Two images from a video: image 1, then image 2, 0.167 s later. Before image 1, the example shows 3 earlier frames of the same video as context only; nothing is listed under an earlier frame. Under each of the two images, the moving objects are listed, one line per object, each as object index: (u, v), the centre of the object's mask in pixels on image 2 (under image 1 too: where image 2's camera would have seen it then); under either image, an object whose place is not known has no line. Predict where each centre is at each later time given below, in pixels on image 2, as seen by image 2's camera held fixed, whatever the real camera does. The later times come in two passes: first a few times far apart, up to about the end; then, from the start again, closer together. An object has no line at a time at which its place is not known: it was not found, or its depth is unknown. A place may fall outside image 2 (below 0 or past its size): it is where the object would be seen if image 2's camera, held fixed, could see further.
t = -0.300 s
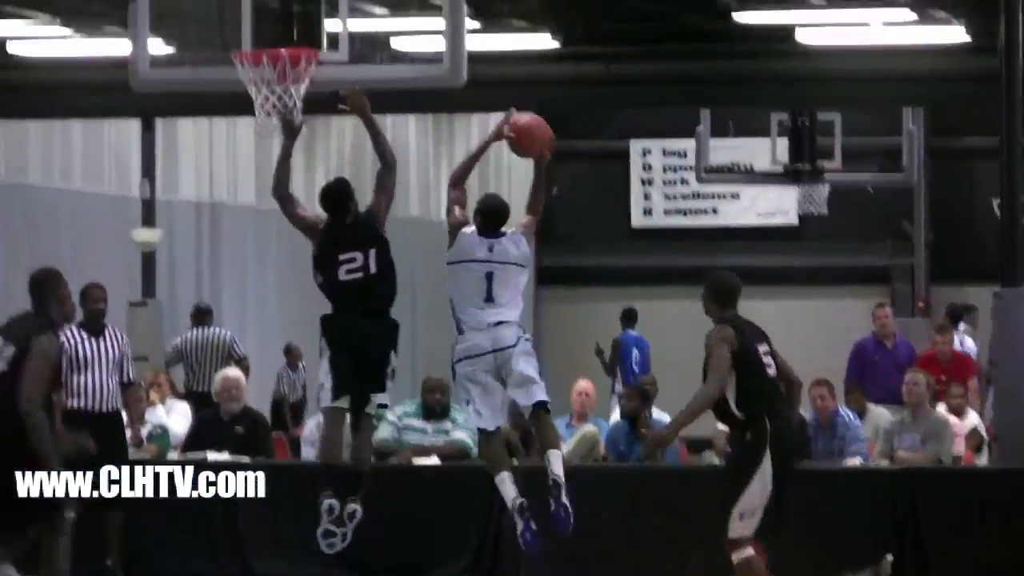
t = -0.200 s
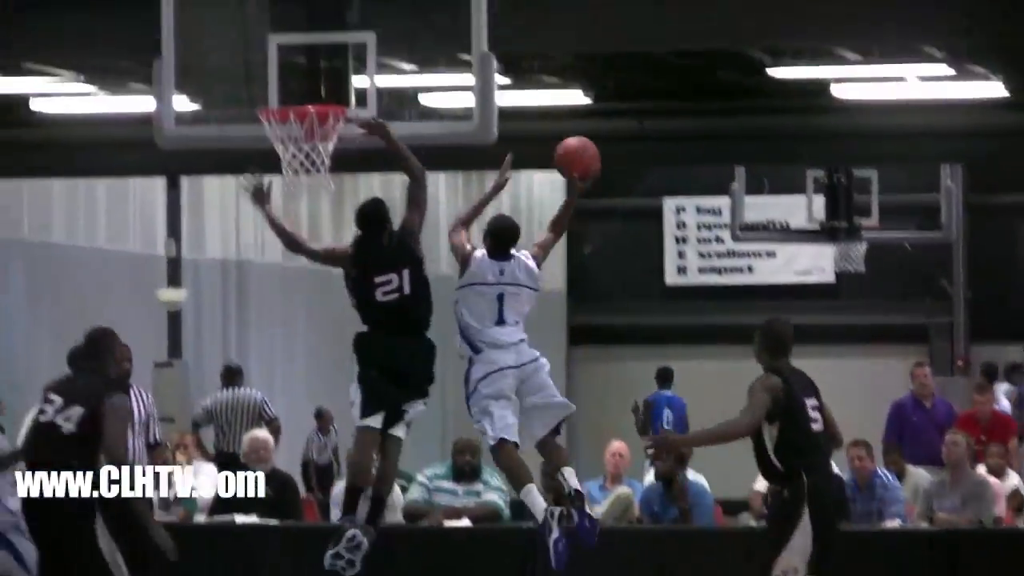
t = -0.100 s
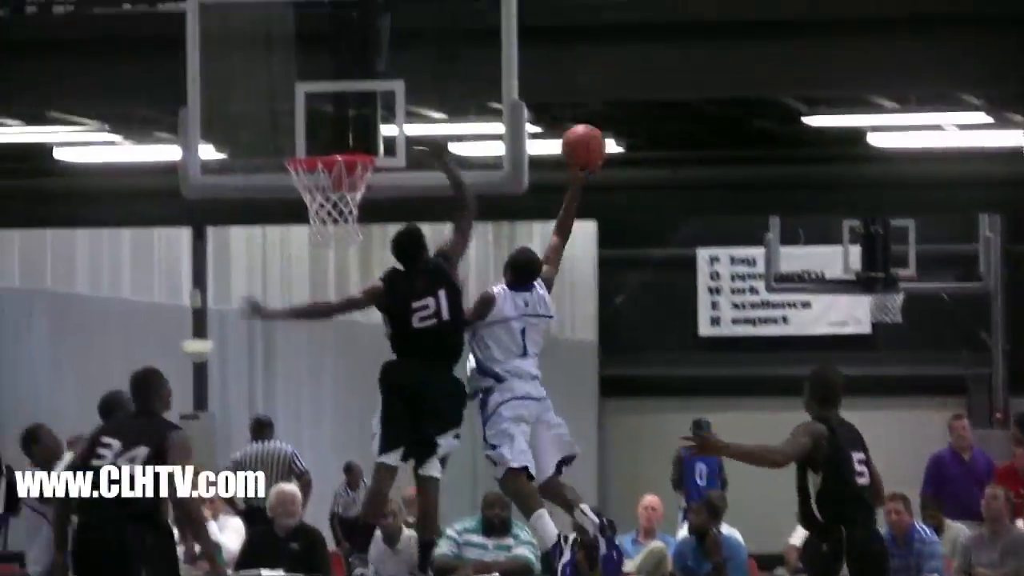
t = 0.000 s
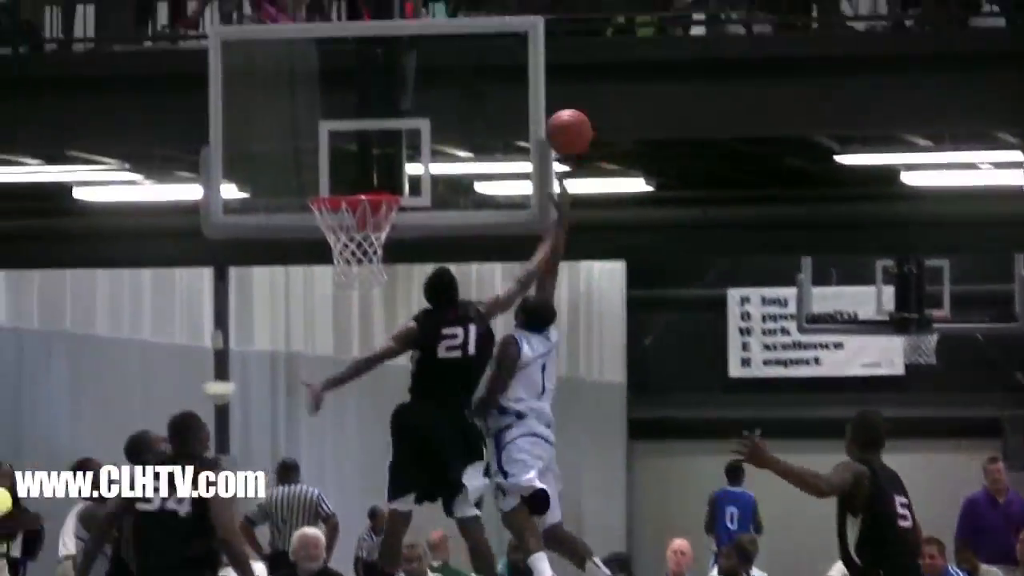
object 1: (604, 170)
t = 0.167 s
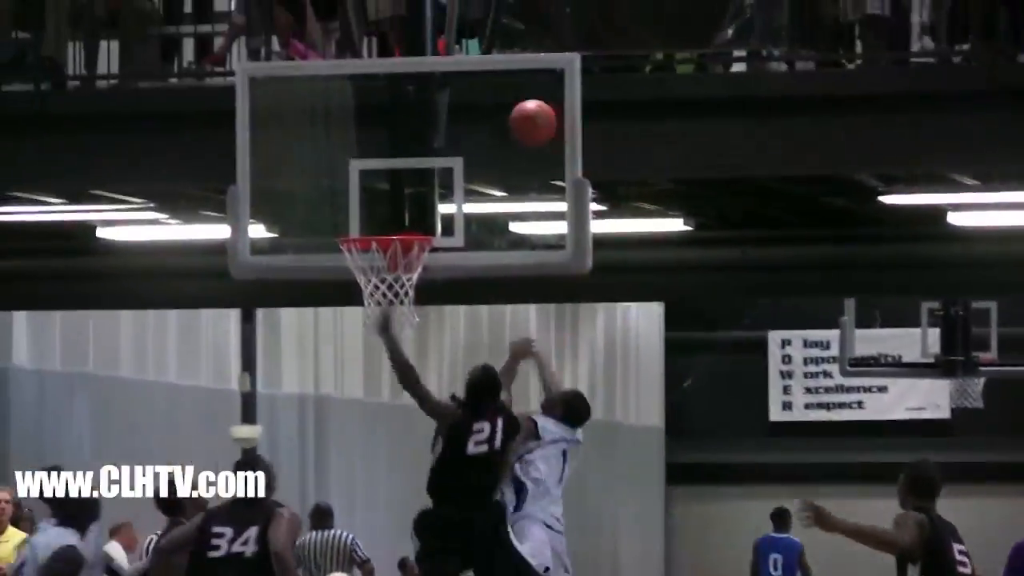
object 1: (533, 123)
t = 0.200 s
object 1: (520, 120)
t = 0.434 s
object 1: (449, 155)
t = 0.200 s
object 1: (520, 120)
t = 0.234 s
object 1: (508, 119)
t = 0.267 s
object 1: (498, 120)
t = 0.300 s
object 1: (488, 122)
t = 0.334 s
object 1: (479, 127)
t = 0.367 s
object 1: (469, 134)
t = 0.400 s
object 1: (459, 143)
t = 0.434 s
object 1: (449, 155)
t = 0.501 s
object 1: (429, 184)
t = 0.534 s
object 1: (419, 201)
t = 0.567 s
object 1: (409, 217)
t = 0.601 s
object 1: (399, 227)
